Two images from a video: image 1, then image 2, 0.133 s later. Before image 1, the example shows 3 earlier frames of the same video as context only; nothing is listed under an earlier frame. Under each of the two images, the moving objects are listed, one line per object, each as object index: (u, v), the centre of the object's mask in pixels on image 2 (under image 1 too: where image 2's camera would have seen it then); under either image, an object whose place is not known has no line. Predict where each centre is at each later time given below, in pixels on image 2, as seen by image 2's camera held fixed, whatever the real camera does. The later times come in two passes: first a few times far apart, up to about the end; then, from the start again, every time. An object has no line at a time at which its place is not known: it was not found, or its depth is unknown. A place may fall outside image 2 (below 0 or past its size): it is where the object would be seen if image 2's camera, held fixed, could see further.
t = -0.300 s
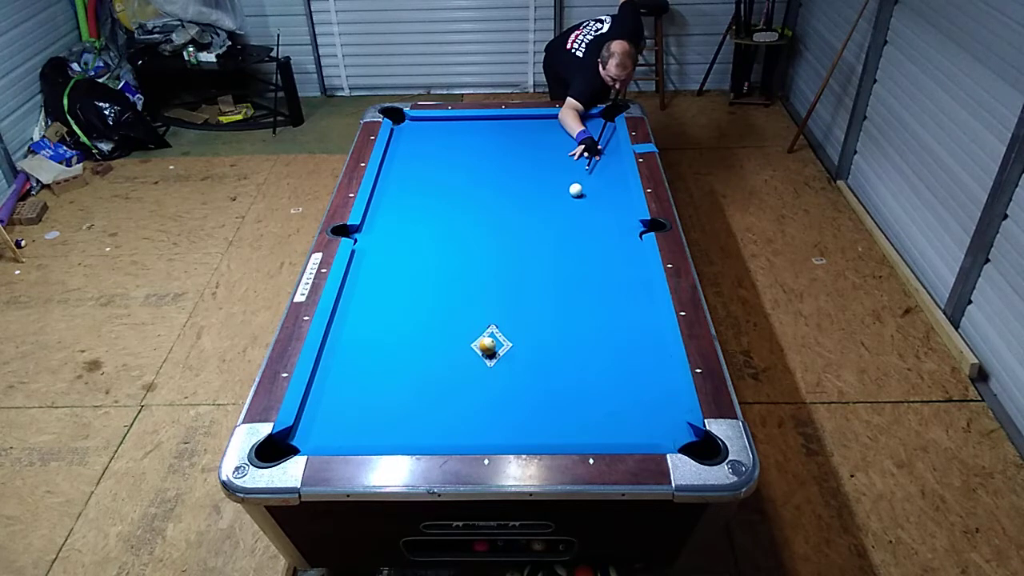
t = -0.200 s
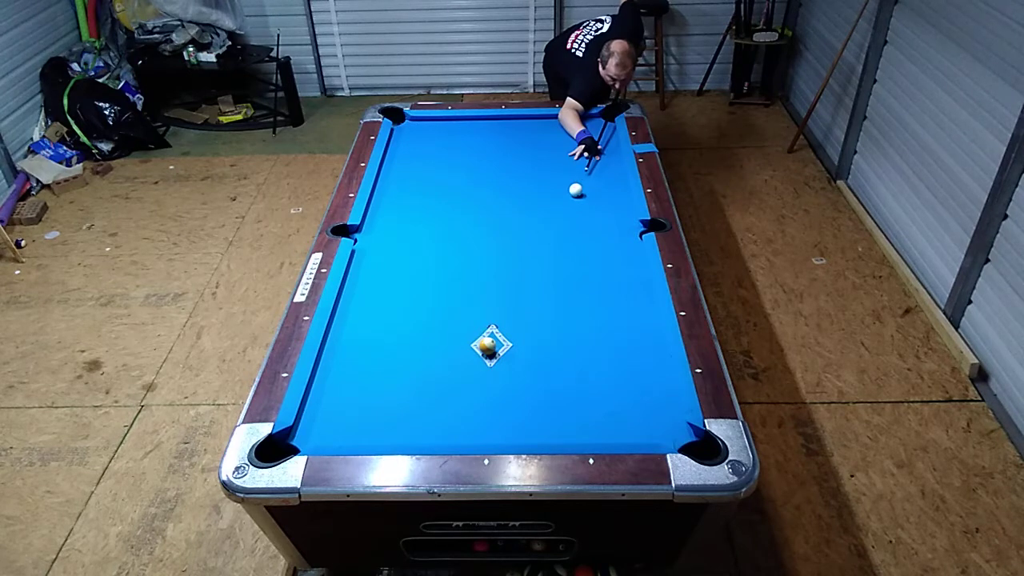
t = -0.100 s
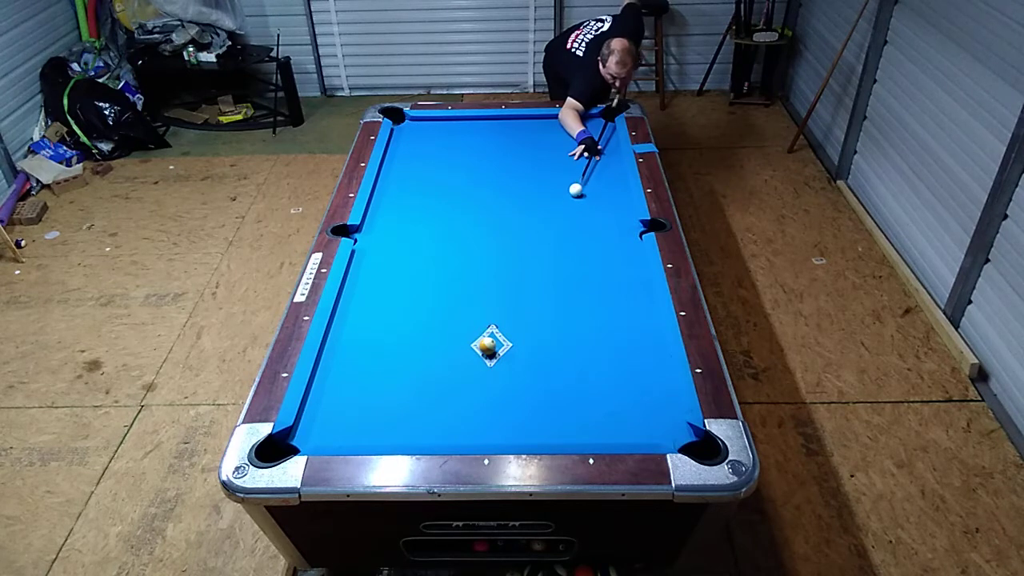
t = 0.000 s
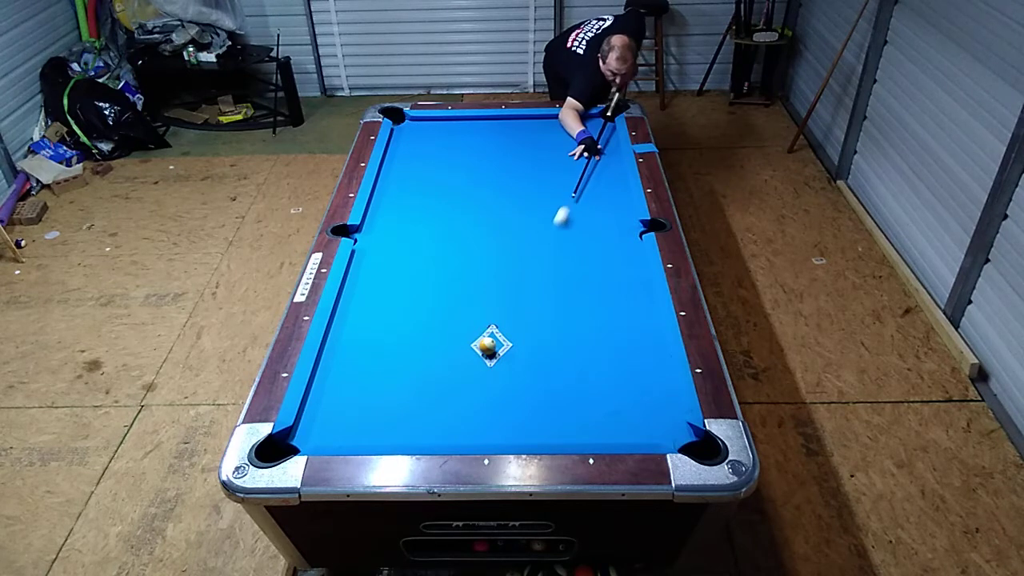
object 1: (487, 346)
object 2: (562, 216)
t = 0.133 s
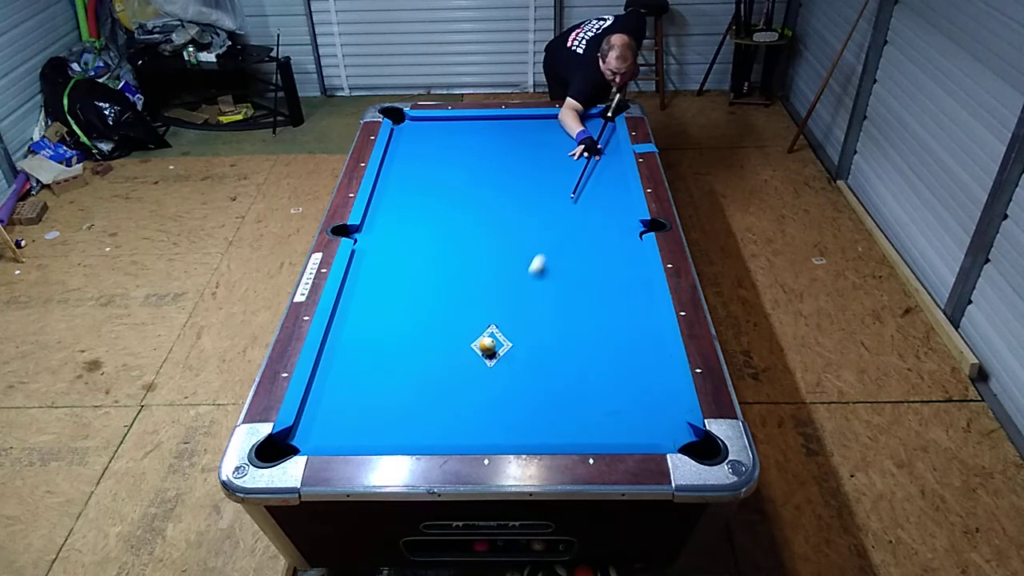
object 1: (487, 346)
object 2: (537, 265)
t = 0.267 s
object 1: (487, 346)
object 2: (512, 316)
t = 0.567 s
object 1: (399, 389)
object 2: (542, 397)
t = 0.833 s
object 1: (314, 432)
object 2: (580, 419)
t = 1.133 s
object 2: (612, 381)
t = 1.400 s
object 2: (637, 351)
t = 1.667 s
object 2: (651, 325)
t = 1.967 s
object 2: (634, 305)
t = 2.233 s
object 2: (621, 288)
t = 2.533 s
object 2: (607, 272)
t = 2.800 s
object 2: (597, 258)
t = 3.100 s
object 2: (586, 245)
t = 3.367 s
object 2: (578, 235)
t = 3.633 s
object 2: (570, 225)
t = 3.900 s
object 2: (563, 217)
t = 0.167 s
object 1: (487, 346)
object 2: (531, 277)
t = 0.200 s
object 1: (487, 346)
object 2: (525, 290)
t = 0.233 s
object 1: (487, 346)
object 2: (518, 303)
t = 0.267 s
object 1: (487, 346)
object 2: (512, 316)
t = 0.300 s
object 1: (487, 345)
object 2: (506, 329)
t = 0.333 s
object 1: (480, 346)
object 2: (505, 341)
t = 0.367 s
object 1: (466, 354)
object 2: (512, 348)
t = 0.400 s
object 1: (454, 360)
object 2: (518, 355)
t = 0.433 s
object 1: (442, 366)
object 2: (523, 363)
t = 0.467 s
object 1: (431, 372)
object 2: (528, 371)
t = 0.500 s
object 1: (420, 378)
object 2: (533, 380)
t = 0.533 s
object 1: (410, 383)
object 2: (538, 388)
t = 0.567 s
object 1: (399, 389)
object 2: (542, 397)
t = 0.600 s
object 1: (389, 394)
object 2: (547, 407)
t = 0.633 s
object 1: (379, 399)
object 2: (553, 416)
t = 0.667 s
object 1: (368, 404)
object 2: (557, 426)
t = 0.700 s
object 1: (358, 410)
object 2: (563, 433)
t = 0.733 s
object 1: (347, 415)
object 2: (568, 433)
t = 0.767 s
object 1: (336, 421)
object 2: (572, 428)
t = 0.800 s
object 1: (325, 427)
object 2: (576, 424)
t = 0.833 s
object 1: (314, 432)
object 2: (580, 419)
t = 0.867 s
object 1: (302, 438)
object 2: (584, 414)
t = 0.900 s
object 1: (291, 444)
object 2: (588, 410)
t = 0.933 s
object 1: (281, 452)
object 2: (591, 406)
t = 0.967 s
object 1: (273, 458)
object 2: (595, 401)
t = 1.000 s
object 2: (598, 397)
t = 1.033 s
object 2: (602, 393)
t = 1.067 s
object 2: (606, 389)
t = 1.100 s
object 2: (609, 385)
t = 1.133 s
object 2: (612, 381)
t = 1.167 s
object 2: (616, 377)
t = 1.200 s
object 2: (619, 373)
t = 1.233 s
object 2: (622, 369)
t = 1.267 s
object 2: (625, 365)
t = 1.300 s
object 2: (628, 361)
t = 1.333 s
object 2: (631, 358)
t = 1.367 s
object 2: (634, 354)
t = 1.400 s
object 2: (637, 351)
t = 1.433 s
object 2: (640, 347)
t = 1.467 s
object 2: (643, 344)
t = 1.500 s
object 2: (646, 340)
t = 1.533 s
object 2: (648, 337)
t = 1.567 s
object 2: (651, 334)
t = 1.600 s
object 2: (654, 331)
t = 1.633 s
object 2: (653, 328)
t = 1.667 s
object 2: (651, 325)
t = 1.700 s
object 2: (649, 323)
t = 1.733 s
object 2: (647, 321)
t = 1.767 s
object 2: (645, 318)
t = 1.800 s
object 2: (644, 316)
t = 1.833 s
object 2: (642, 313)
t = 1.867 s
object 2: (640, 311)
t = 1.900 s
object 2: (638, 309)
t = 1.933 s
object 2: (636, 307)
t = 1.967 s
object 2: (634, 305)
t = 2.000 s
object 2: (632, 302)
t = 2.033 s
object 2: (631, 300)
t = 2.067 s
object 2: (629, 298)
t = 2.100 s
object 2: (627, 296)
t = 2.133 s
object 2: (626, 294)
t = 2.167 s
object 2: (624, 292)
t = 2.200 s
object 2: (623, 290)
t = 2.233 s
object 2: (621, 288)
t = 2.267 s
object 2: (620, 286)
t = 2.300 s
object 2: (618, 284)
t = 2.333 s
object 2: (616, 282)
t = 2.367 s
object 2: (615, 280)
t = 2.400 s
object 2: (613, 279)
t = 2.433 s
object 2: (612, 277)
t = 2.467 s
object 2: (610, 275)
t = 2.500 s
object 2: (609, 273)
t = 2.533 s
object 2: (607, 272)
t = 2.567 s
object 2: (606, 270)
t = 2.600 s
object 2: (605, 268)
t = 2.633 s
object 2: (603, 266)
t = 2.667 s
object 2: (602, 265)
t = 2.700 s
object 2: (601, 263)
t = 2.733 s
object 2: (599, 262)
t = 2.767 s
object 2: (598, 260)
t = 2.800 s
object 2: (597, 258)
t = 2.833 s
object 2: (595, 257)
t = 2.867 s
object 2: (594, 255)
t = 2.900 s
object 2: (593, 254)
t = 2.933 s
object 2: (592, 252)
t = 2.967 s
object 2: (591, 251)
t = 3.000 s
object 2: (590, 250)
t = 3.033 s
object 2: (588, 248)
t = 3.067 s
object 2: (587, 246)
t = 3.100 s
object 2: (586, 245)
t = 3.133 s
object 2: (585, 244)
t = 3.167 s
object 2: (584, 242)
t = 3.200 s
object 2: (583, 241)
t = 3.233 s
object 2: (582, 240)
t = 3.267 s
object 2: (580, 238)
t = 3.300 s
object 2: (579, 237)
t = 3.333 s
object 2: (578, 236)
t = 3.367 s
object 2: (578, 235)
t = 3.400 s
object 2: (576, 234)
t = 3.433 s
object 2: (575, 232)
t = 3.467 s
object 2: (575, 231)
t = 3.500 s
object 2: (574, 230)
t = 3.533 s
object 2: (573, 229)
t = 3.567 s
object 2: (572, 228)
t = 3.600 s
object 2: (571, 227)
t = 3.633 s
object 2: (570, 225)
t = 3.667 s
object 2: (569, 224)
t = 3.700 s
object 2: (568, 223)
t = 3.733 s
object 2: (567, 222)
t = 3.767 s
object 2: (567, 221)
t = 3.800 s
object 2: (566, 220)
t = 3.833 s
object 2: (565, 219)
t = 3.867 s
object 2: (564, 218)
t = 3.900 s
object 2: (563, 217)
